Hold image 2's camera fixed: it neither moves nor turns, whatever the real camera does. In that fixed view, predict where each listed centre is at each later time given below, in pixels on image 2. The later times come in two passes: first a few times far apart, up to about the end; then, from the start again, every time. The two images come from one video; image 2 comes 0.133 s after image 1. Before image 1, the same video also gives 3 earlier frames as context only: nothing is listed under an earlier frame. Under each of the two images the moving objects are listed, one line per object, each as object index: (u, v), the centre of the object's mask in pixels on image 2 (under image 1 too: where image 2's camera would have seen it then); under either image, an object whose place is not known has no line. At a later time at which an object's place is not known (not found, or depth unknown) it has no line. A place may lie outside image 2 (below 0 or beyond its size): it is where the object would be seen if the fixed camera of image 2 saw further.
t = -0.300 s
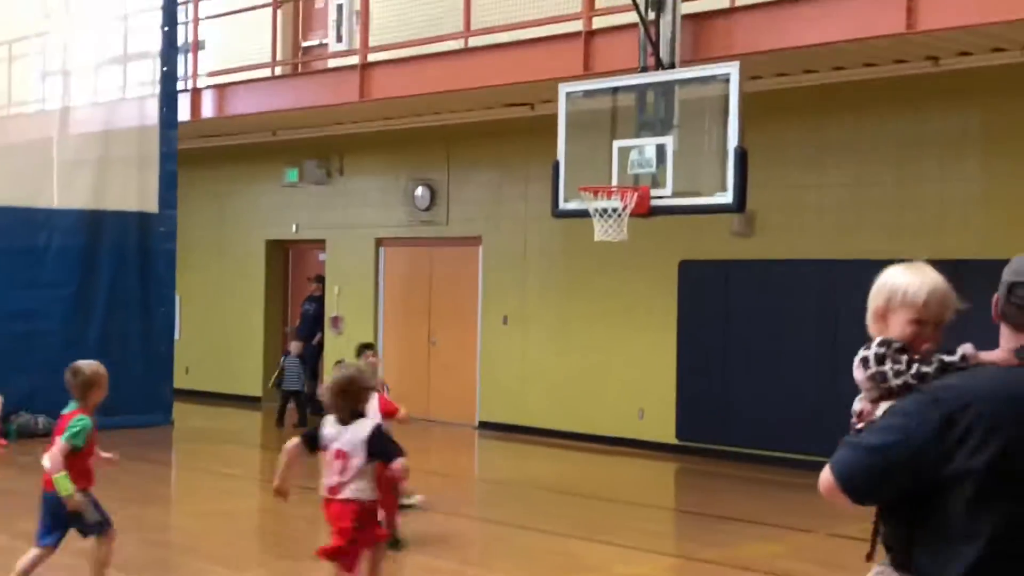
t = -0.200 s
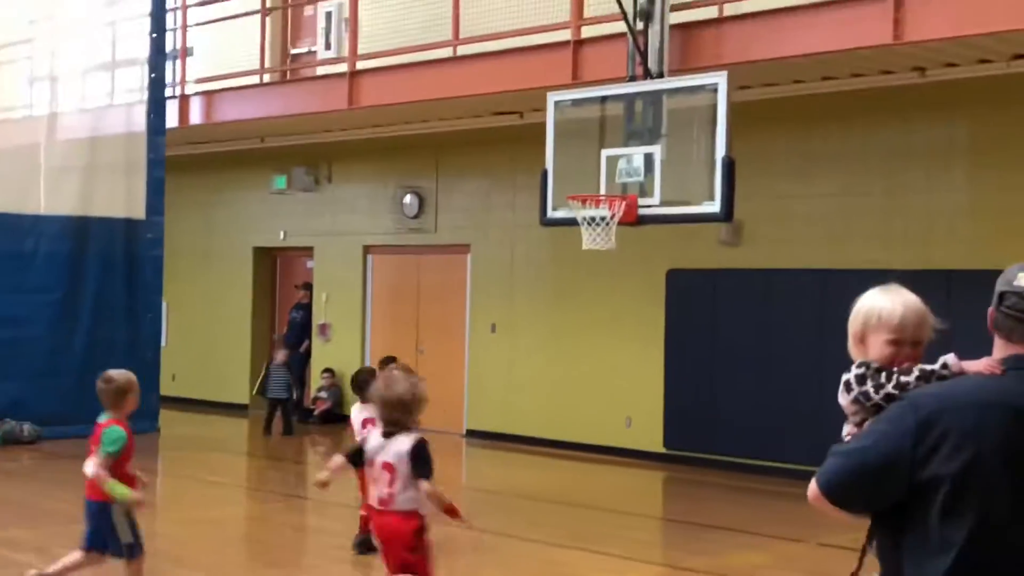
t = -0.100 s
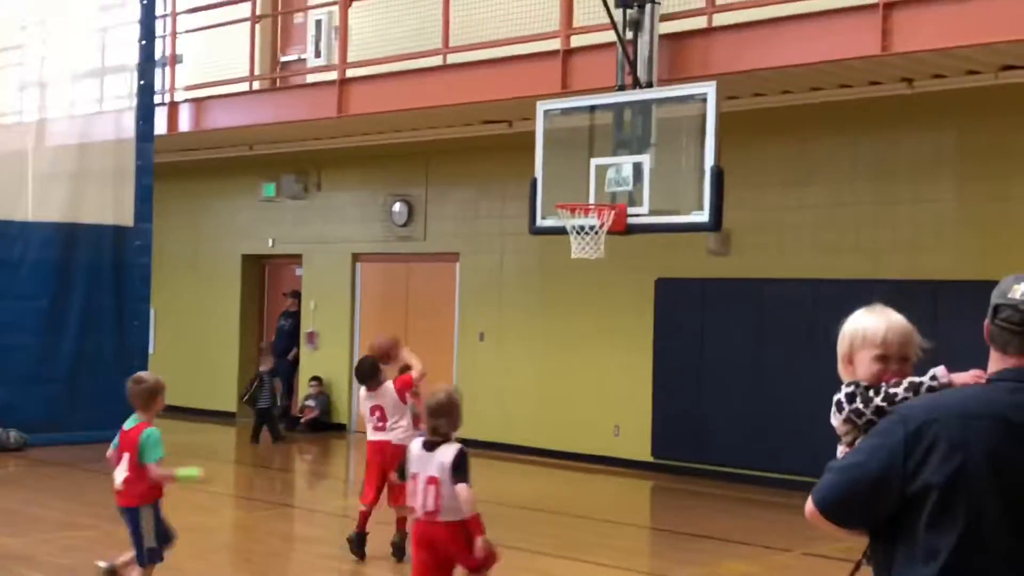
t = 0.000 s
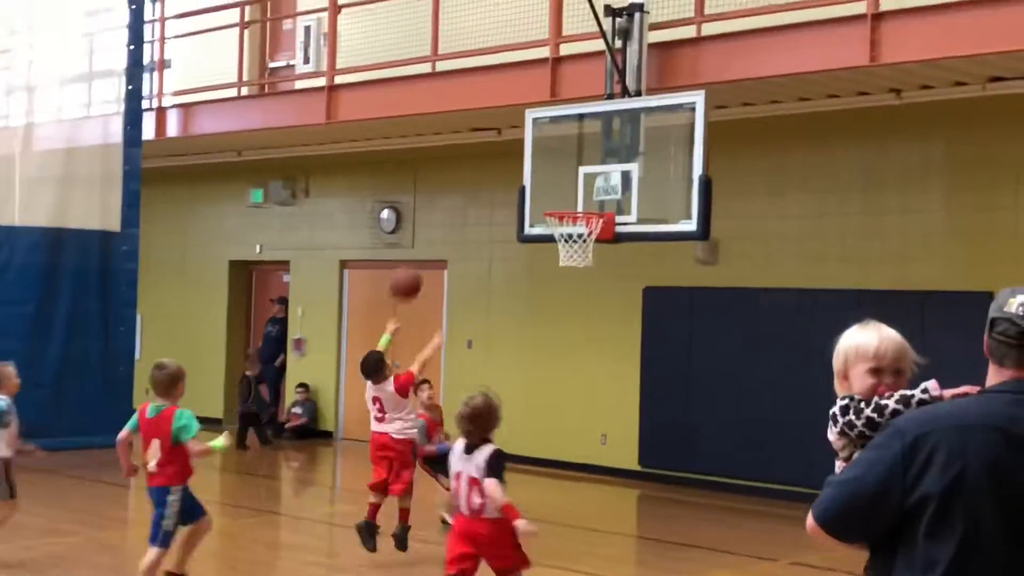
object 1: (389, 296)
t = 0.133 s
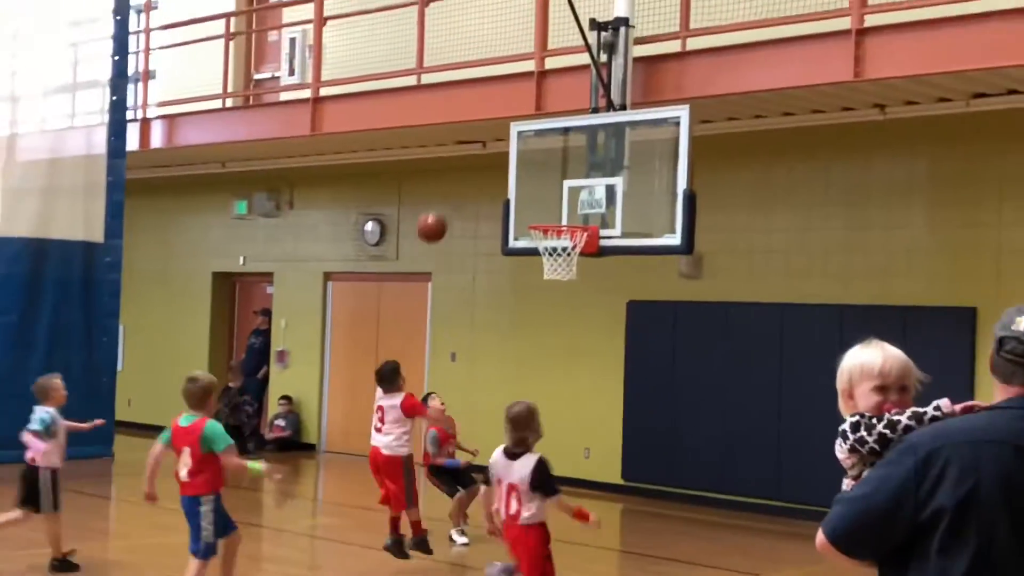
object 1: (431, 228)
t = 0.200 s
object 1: (449, 203)
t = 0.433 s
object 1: (511, 169)
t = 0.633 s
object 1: (553, 196)
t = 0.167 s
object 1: (440, 214)
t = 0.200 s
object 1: (449, 203)
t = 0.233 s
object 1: (460, 194)
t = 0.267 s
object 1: (468, 185)
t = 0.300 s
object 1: (477, 179)
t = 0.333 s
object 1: (486, 174)
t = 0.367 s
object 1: (494, 171)
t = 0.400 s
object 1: (502, 170)
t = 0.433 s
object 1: (511, 169)
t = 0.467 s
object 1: (519, 171)
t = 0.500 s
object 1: (526, 173)
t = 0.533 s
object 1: (534, 178)
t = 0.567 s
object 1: (541, 182)
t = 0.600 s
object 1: (547, 188)
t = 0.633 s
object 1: (553, 196)
